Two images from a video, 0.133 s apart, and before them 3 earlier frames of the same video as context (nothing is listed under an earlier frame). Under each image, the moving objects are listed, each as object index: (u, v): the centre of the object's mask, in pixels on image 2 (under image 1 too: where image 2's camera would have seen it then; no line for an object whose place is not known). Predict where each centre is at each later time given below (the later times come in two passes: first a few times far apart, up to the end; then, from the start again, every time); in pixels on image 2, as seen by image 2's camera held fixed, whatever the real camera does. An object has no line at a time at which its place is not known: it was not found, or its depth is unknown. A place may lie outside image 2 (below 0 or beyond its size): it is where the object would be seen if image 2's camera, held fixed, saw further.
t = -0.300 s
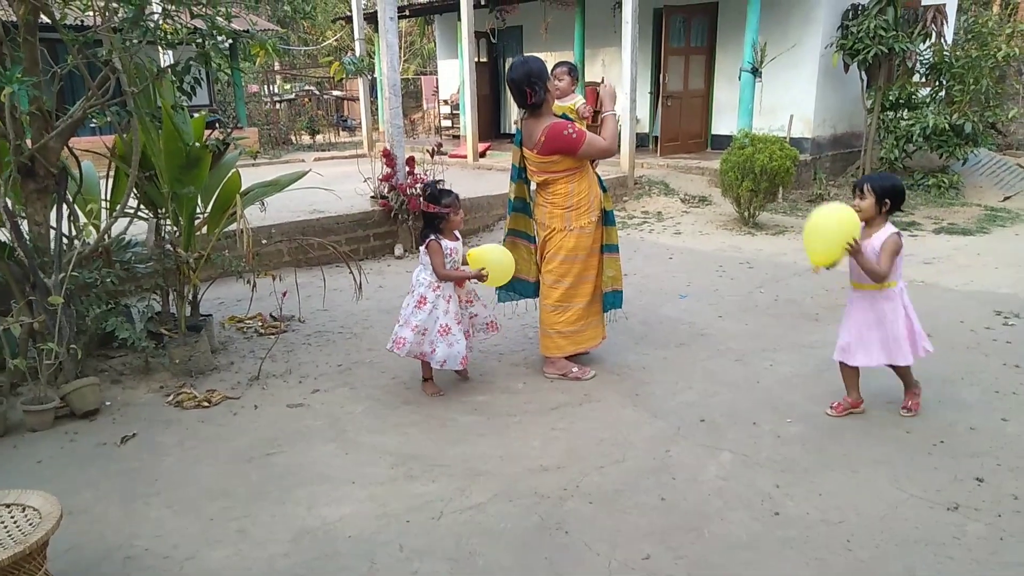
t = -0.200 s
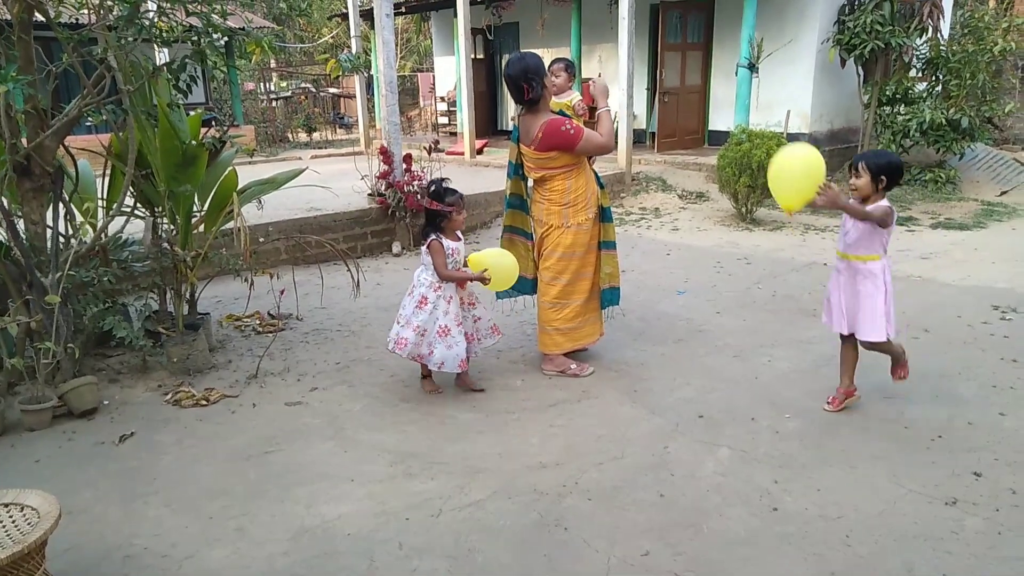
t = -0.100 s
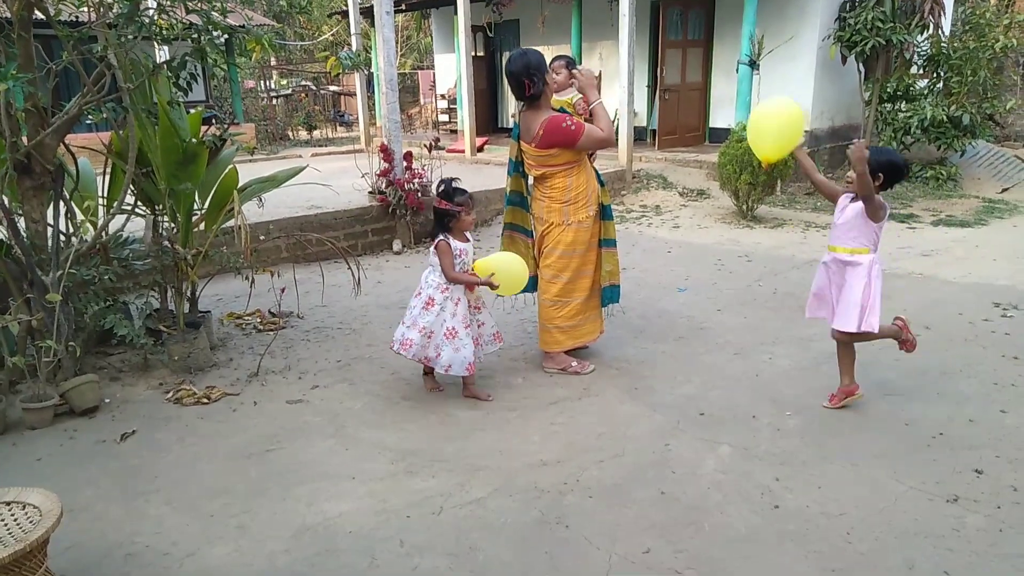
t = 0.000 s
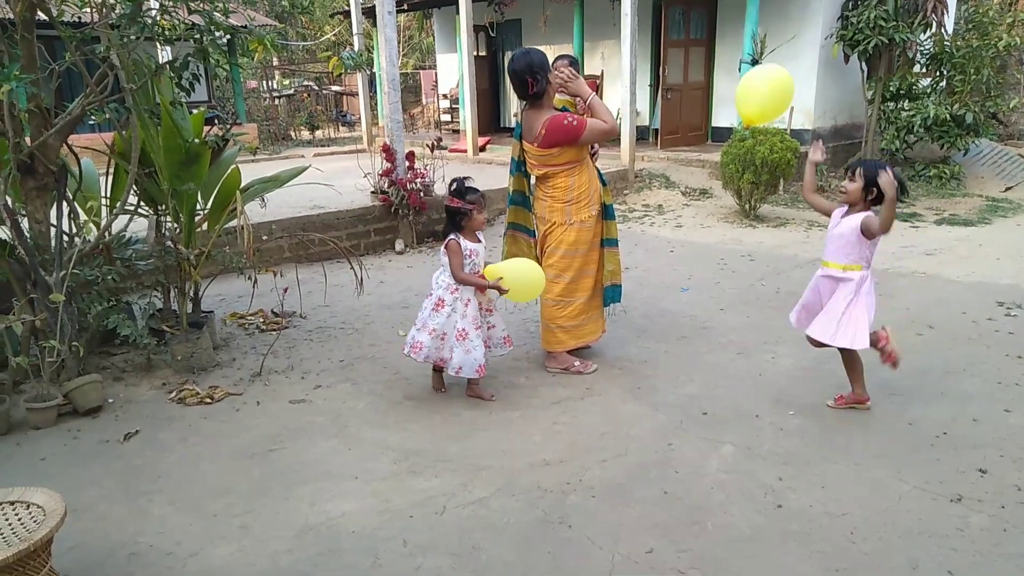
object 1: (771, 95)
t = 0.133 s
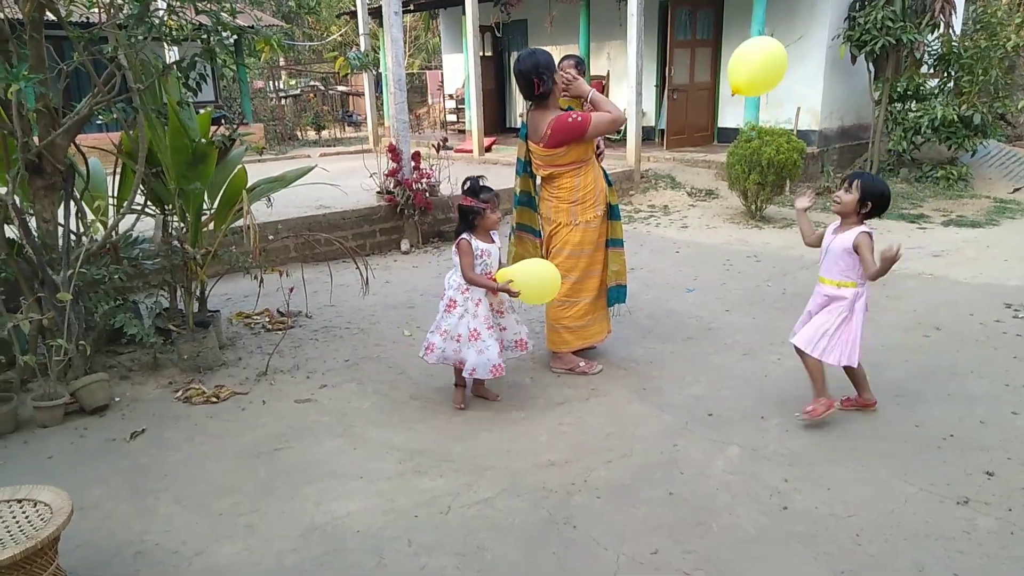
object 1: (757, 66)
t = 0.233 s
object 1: (749, 54)
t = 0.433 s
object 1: (734, 48)
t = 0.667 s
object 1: (722, 67)
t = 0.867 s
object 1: (719, 99)
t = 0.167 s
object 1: (754, 62)
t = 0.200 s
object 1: (752, 58)
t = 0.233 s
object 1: (749, 54)
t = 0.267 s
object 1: (746, 52)
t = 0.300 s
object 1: (744, 50)
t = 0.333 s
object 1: (740, 50)
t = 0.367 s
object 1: (738, 49)
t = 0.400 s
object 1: (736, 48)
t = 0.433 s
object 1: (734, 48)
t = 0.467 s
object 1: (732, 49)
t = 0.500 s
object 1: (730, 52)
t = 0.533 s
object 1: (728, 54)
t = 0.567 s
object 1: (727, 56)
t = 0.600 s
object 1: (725, 60)
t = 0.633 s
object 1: (724, 63)
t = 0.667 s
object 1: (722, 67)
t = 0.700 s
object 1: (721, 72)
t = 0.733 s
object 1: (721, 77)
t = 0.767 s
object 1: (720, 82)
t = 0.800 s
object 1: (720, 87)
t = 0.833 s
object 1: (719, 93)
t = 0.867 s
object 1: (719, 99)
